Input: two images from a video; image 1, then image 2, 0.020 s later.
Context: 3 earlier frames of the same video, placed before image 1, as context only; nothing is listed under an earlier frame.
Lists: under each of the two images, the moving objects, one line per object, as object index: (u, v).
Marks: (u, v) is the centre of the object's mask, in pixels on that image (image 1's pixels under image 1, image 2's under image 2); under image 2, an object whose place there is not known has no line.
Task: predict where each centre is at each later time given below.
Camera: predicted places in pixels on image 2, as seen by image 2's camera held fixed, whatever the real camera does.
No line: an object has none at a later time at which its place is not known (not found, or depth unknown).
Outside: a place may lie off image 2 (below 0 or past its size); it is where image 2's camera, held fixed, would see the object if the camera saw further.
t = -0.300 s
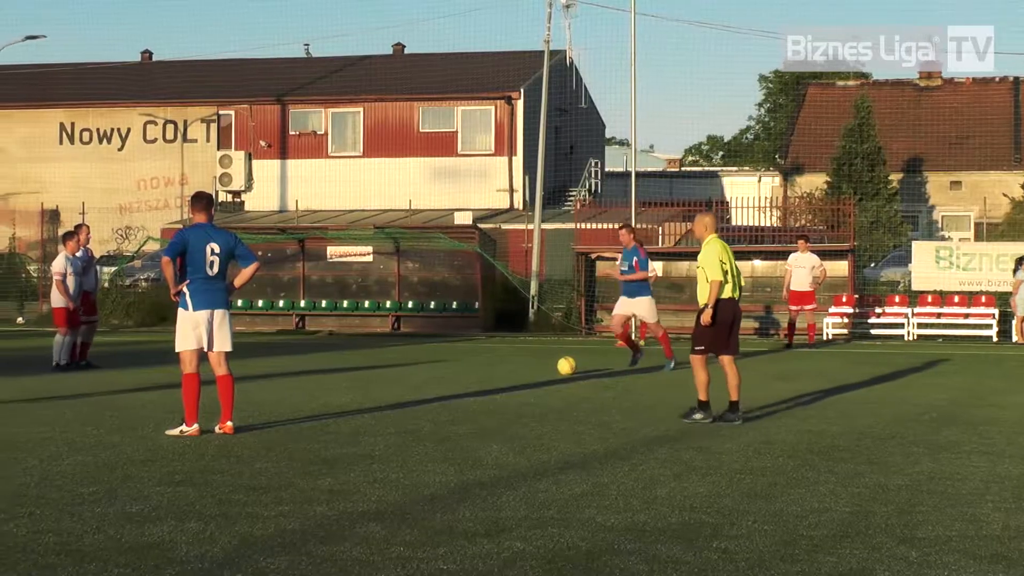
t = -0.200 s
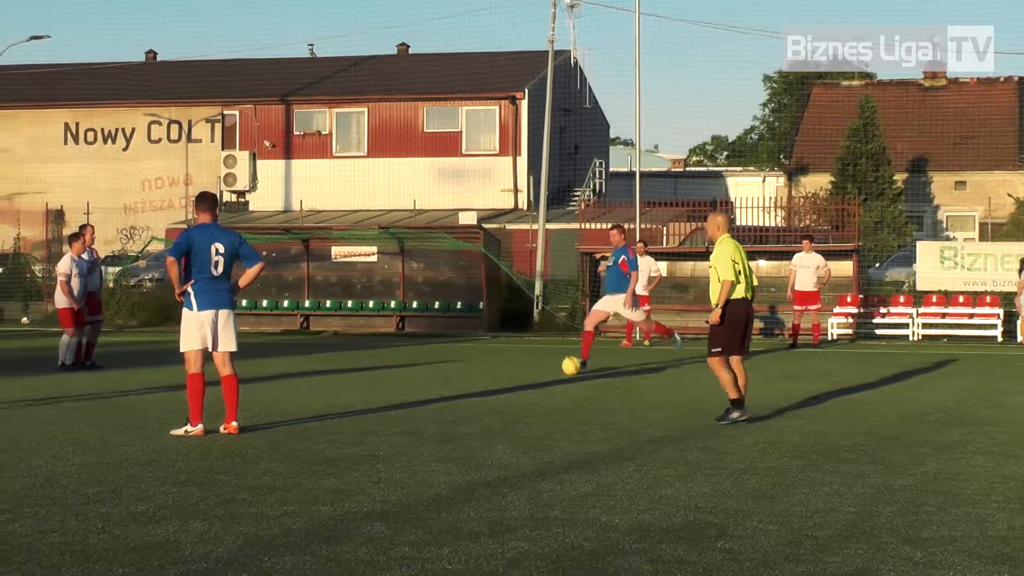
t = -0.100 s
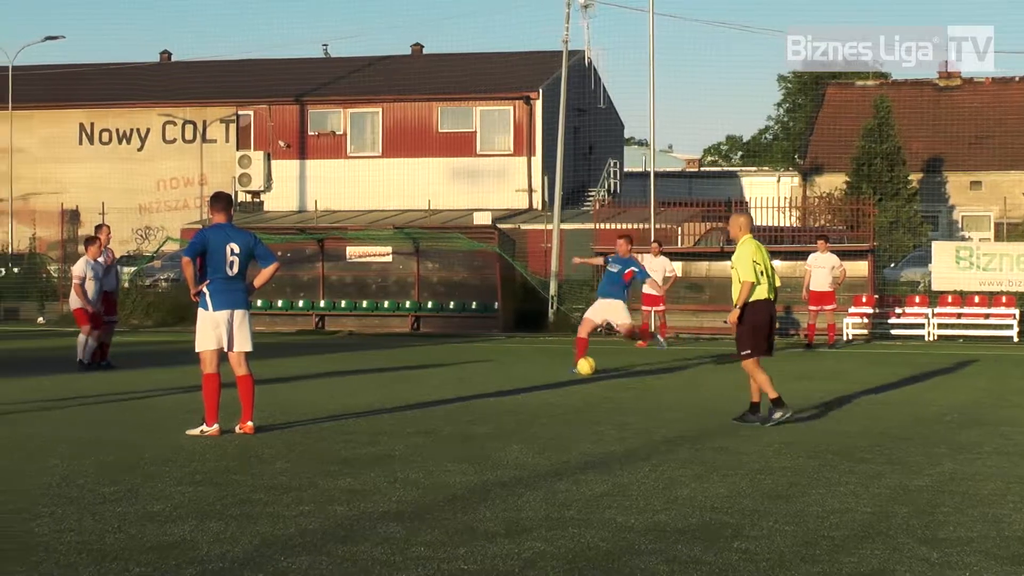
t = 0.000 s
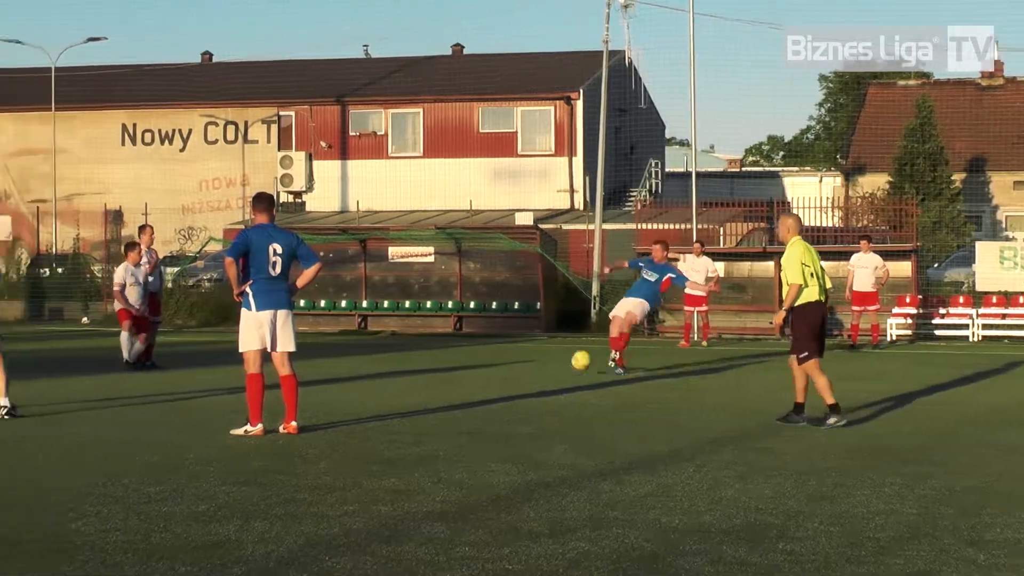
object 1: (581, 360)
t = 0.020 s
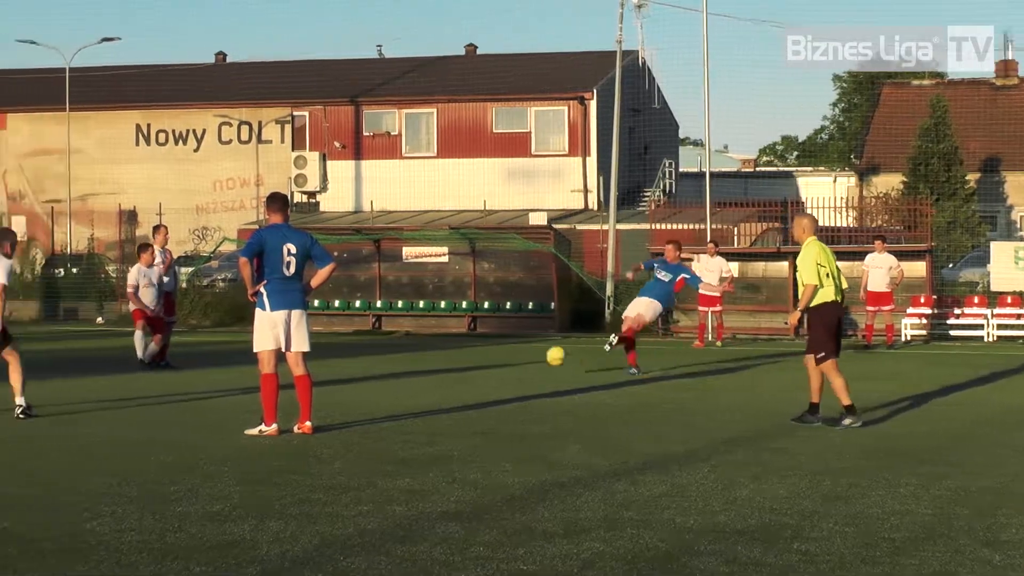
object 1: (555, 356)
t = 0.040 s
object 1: (521, 351)
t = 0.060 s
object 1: (488, 347)
